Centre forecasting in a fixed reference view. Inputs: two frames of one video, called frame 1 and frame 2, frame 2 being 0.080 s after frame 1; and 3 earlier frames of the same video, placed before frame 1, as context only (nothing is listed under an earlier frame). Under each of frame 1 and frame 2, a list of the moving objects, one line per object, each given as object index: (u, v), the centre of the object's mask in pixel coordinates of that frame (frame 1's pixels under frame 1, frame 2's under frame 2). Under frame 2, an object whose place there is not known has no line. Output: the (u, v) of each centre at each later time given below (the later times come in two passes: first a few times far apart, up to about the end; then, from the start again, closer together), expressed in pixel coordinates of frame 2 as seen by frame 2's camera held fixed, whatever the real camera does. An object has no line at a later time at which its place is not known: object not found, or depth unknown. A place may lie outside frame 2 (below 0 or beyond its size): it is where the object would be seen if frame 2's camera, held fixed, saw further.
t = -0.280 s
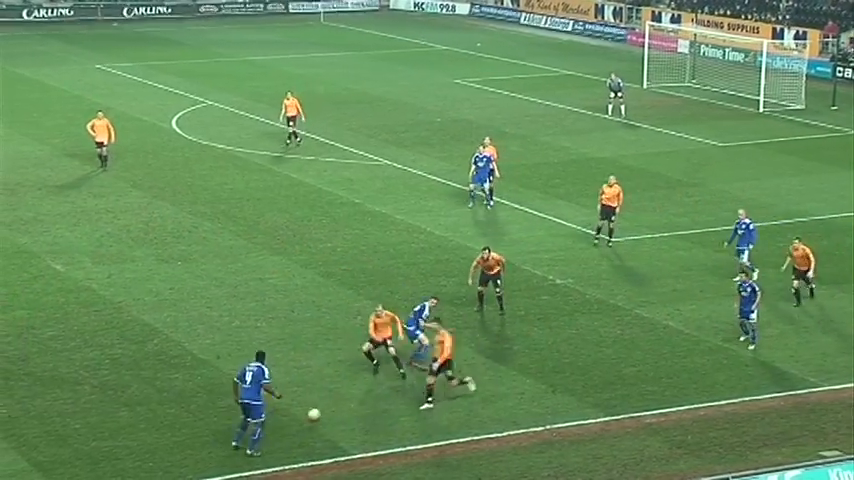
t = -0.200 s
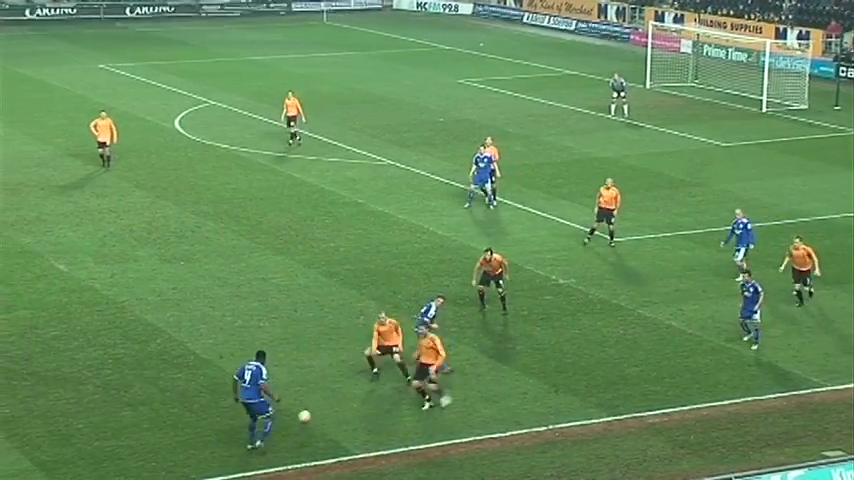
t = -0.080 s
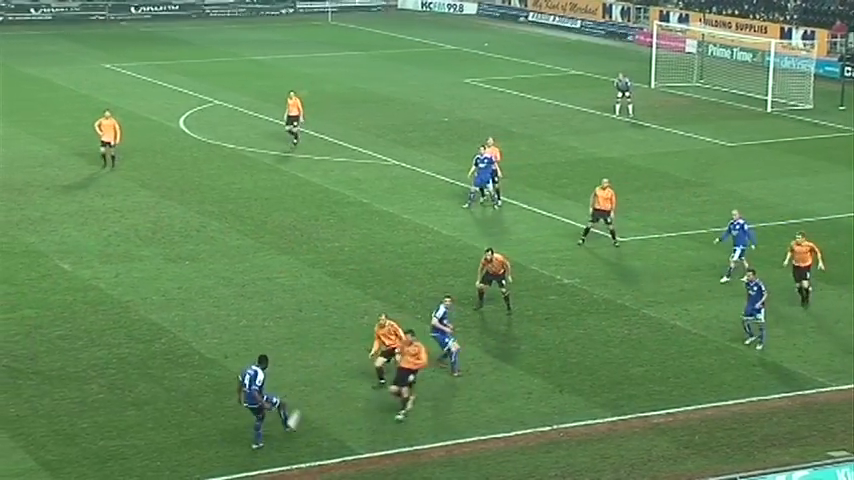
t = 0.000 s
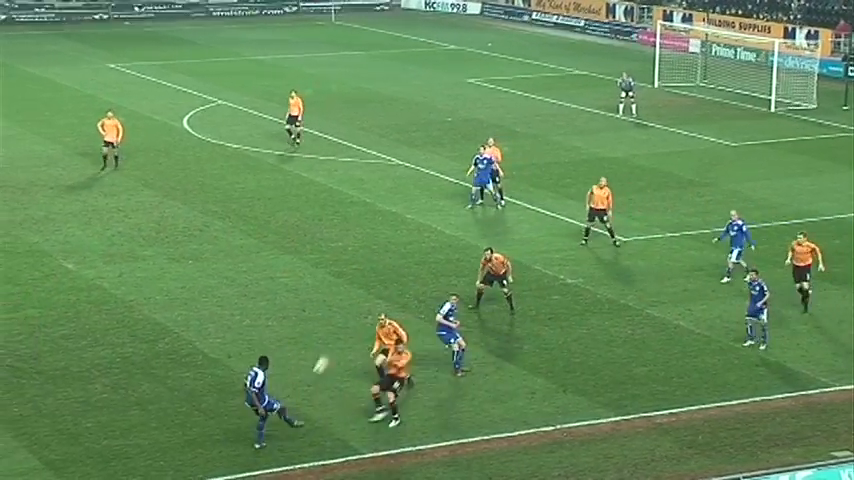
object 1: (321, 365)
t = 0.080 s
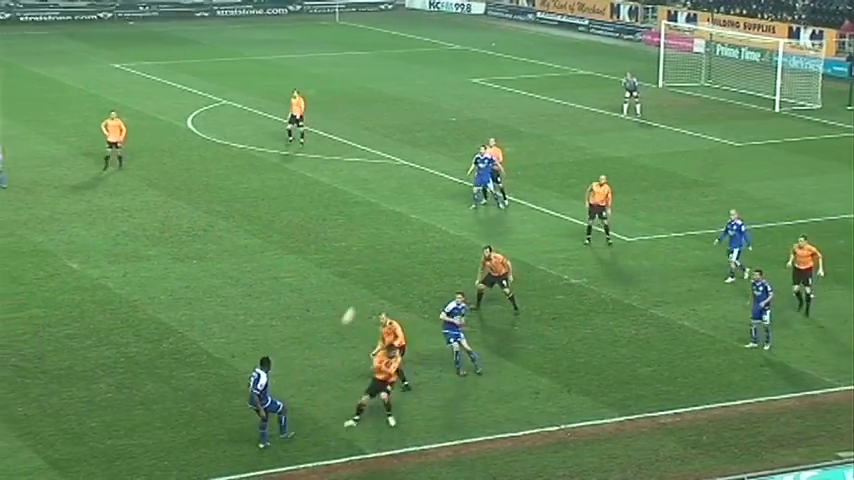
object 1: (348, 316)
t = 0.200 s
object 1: (378, 253)
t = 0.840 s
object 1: (482, 77)
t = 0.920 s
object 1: (491, 71)
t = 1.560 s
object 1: (543, 89)
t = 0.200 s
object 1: (378, 253)
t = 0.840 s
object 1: (482, 77)
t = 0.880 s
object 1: (487, 74)
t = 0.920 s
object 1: (491, 71)
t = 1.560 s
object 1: (543, 89)
